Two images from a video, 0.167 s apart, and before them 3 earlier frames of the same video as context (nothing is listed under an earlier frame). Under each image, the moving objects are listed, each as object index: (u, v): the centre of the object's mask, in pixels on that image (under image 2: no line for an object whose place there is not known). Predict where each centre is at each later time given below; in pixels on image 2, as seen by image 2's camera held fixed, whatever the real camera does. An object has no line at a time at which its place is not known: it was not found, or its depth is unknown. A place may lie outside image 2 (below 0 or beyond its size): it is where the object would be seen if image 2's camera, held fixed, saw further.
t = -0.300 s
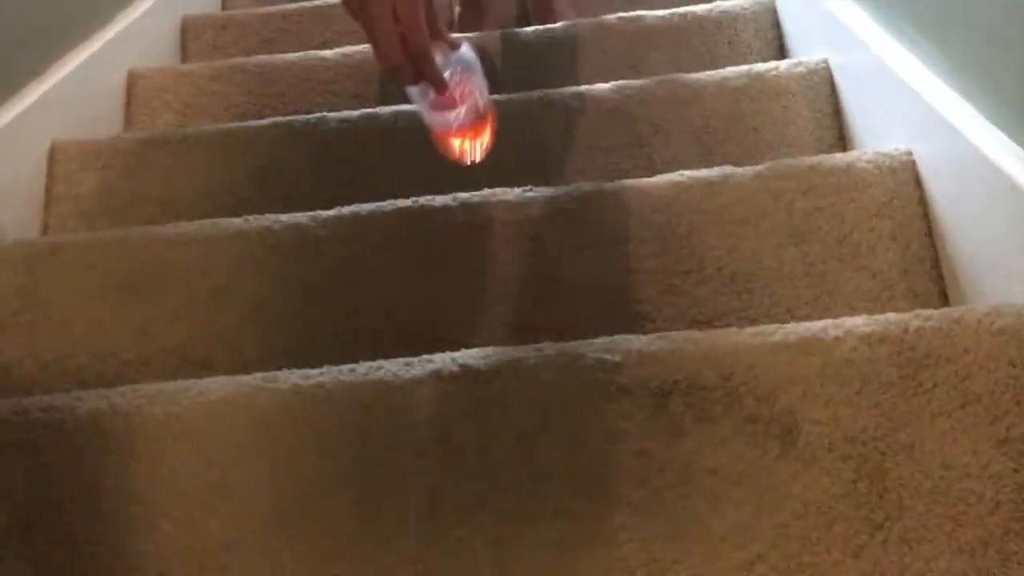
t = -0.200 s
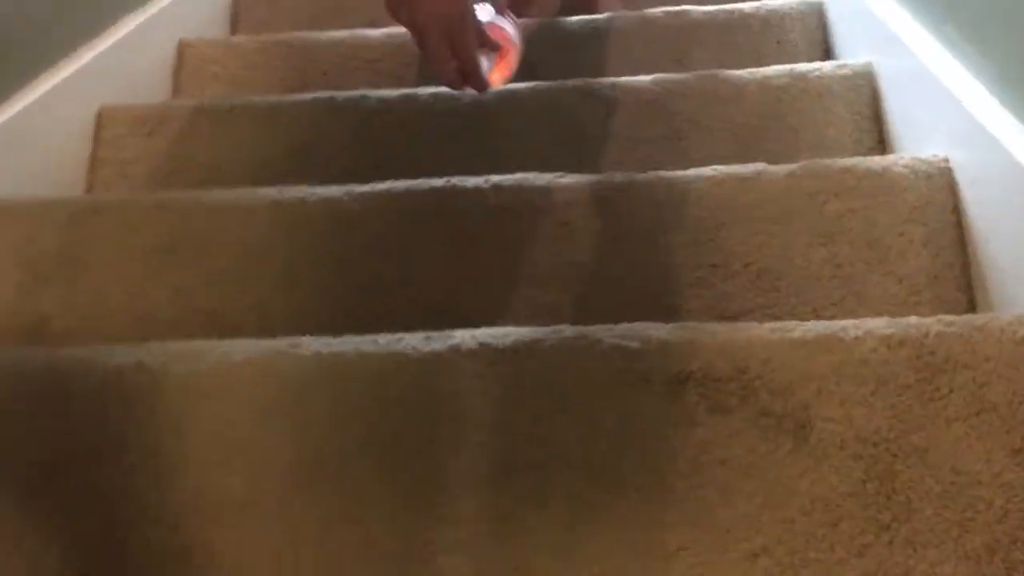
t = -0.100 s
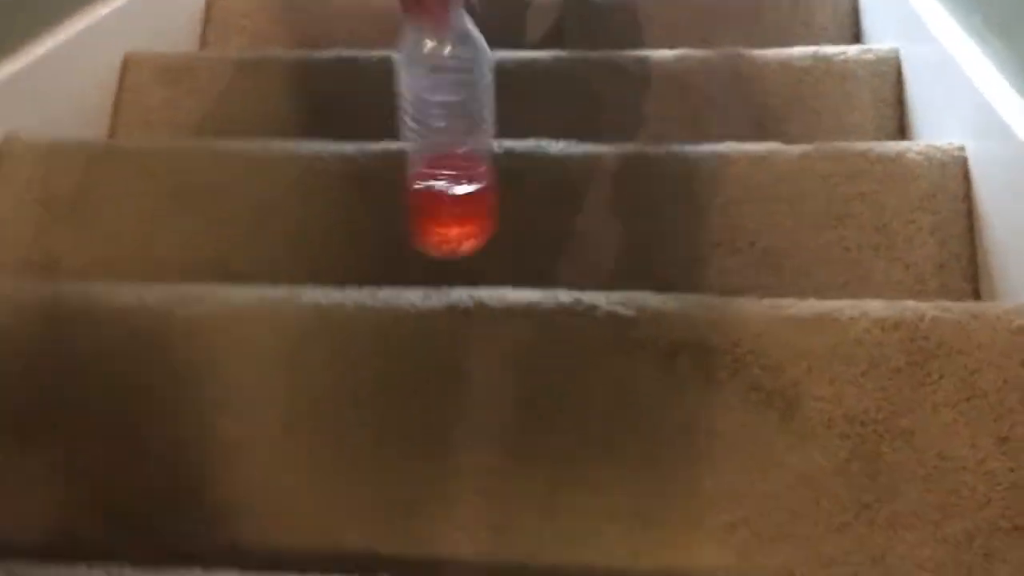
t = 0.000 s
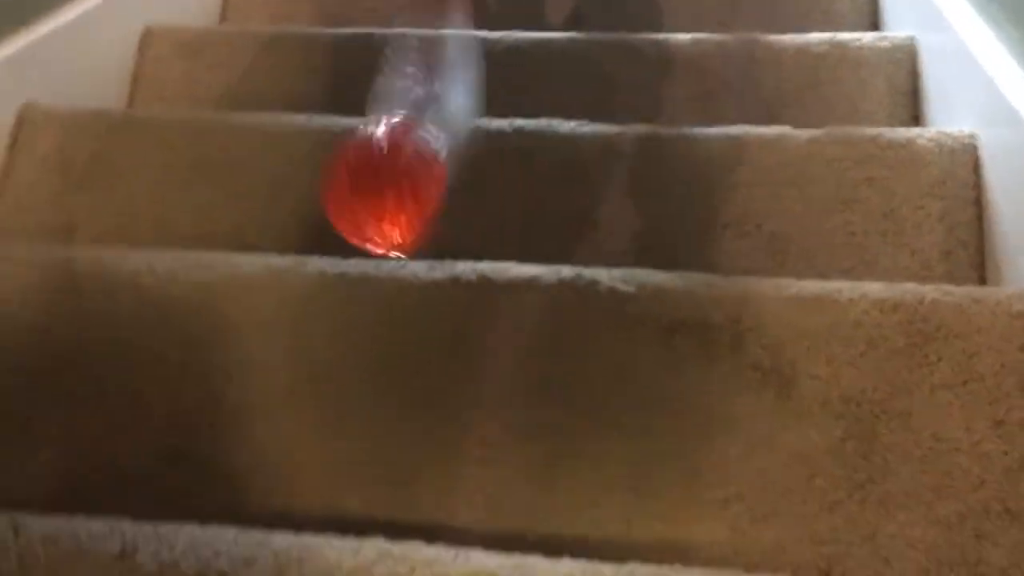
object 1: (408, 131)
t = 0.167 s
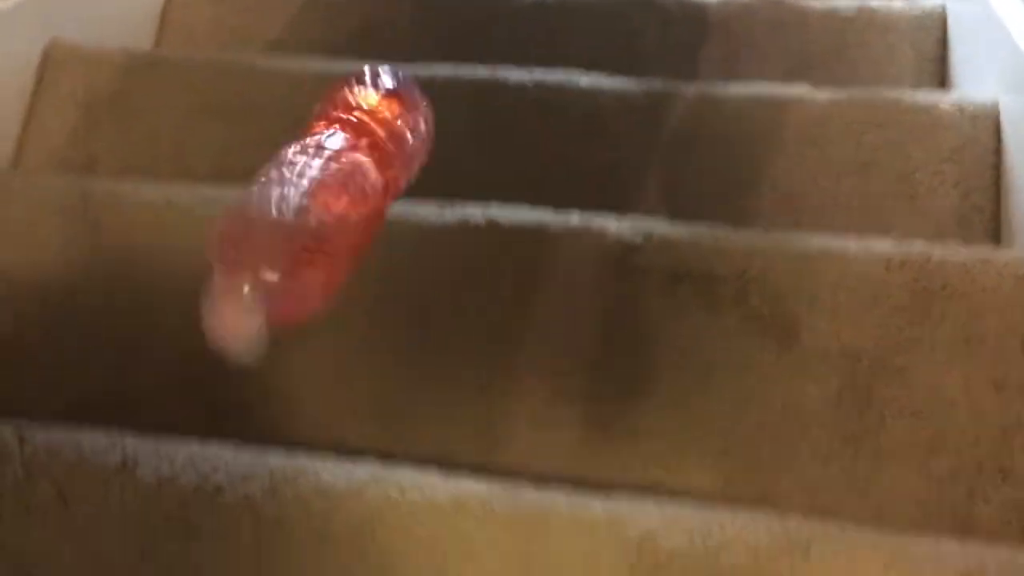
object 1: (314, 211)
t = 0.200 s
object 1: (321, 224)
